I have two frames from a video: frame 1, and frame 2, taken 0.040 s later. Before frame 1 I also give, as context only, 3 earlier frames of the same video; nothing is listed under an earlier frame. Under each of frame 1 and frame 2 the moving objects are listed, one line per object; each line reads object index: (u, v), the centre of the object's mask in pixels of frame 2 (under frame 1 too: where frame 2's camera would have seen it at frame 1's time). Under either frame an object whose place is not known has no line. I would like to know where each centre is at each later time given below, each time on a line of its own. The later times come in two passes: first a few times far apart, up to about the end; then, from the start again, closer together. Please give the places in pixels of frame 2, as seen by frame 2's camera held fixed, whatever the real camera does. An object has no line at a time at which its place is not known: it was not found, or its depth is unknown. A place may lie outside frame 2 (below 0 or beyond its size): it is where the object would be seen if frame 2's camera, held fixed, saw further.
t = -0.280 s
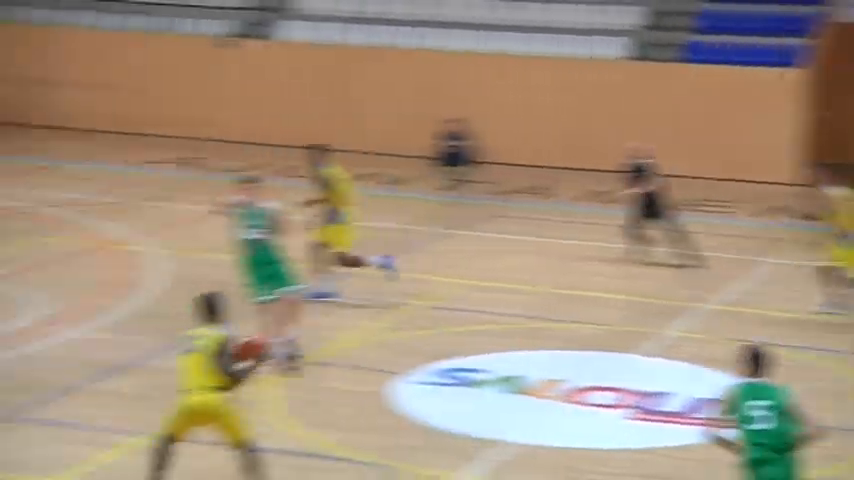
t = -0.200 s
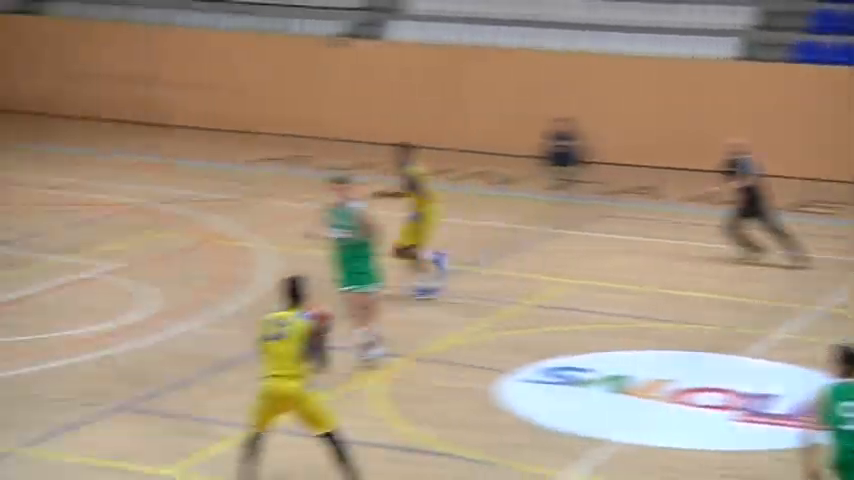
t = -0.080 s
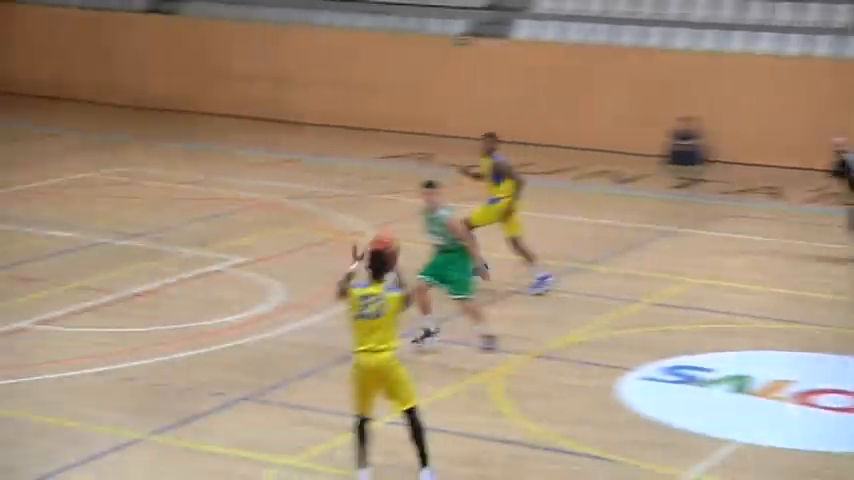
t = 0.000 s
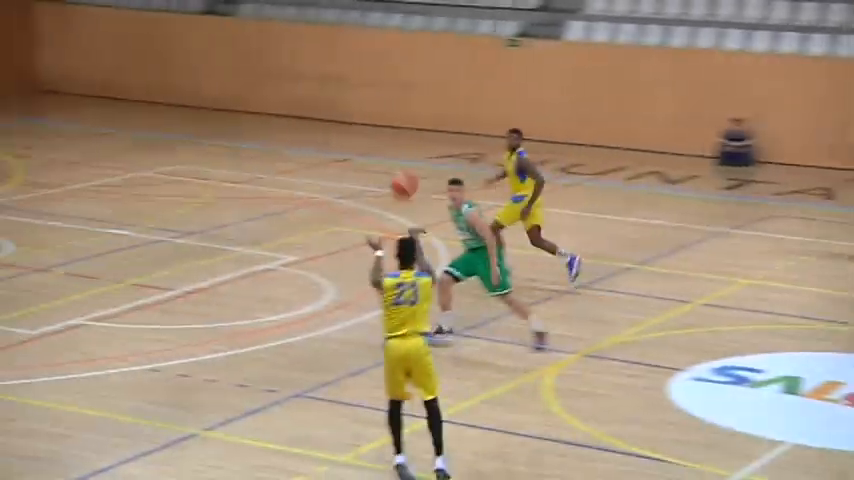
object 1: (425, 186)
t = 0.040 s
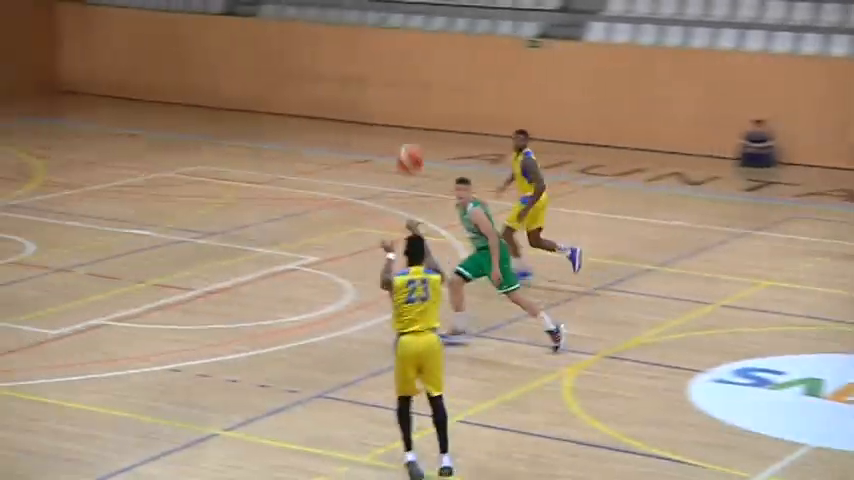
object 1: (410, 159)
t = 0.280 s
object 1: (338, 55)
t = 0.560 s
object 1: (269, 18)
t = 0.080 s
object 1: (396, 135)
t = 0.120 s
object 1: (382, 117)
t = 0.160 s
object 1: (371, 96)
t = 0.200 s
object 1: (360, 81)
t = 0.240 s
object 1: (348, 66)
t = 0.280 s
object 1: (338, 55)
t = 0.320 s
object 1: (325, 44)
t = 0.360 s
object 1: (315, 36)
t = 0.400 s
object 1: (307, 29)
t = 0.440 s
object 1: (297, 24)
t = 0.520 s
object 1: (278, 18)
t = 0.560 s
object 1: (269, 18)
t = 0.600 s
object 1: (260, 19)
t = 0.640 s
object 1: (252, 20)
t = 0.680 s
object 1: (244, 24)
